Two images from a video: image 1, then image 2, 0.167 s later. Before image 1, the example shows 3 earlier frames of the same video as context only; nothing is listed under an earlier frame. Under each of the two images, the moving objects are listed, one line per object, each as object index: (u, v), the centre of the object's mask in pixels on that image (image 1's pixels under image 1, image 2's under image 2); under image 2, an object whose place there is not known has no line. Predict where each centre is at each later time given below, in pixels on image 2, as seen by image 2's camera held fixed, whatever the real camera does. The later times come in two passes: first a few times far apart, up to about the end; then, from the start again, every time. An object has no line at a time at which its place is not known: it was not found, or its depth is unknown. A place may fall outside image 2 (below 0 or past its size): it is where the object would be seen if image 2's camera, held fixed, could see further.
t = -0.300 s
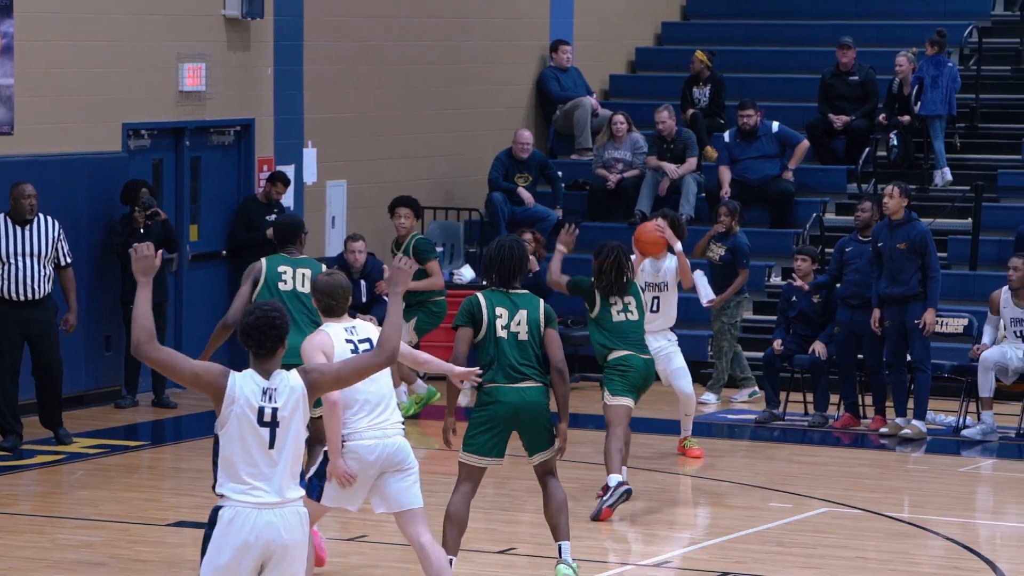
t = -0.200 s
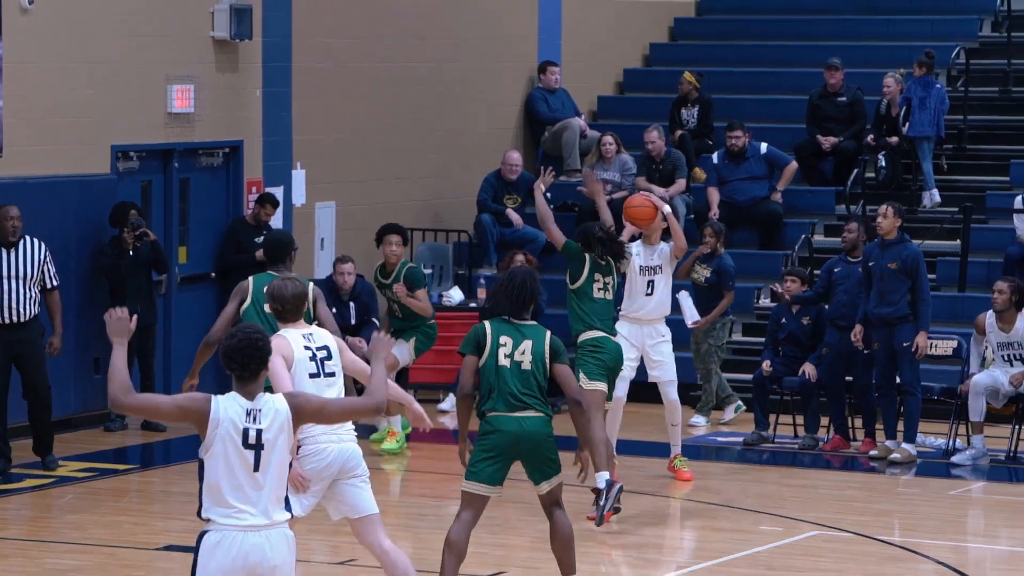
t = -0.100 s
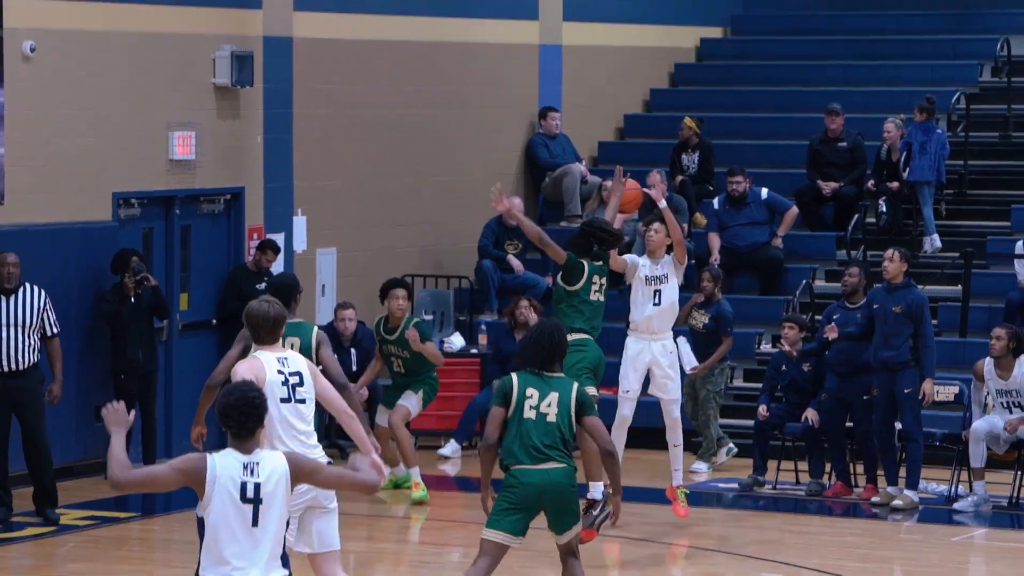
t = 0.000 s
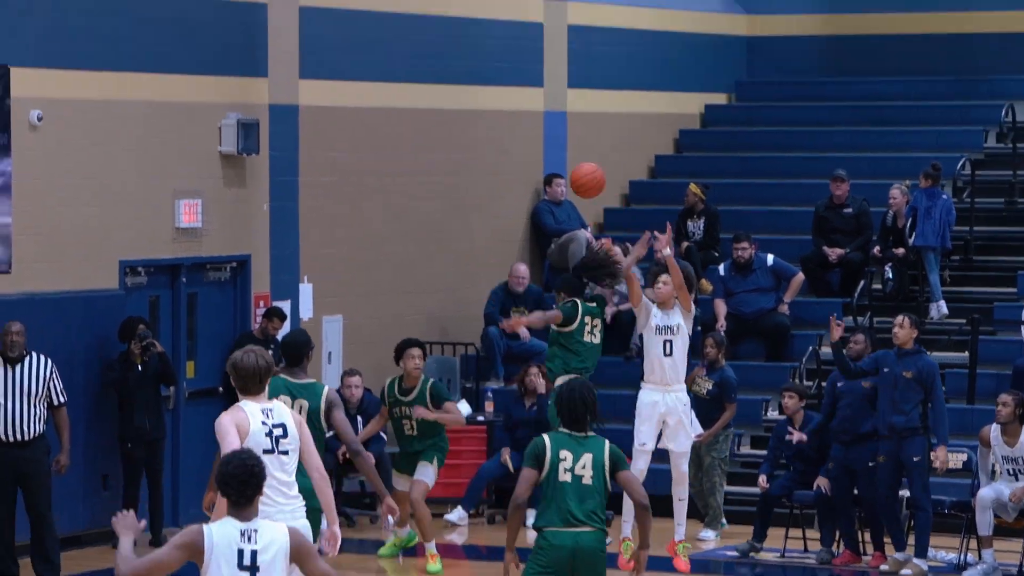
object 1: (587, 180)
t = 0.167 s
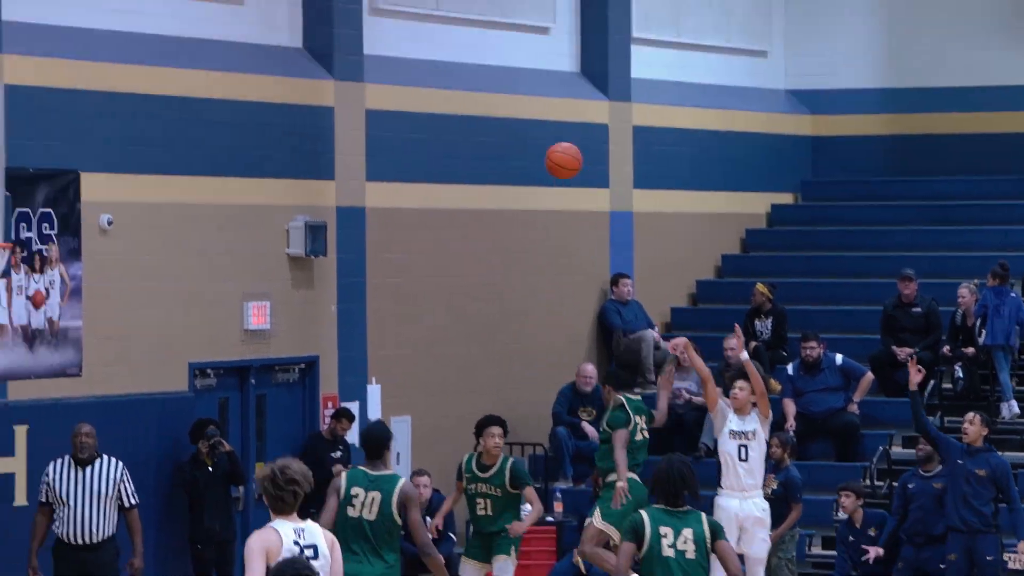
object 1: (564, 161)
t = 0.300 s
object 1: (488, 93)
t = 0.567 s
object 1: (329, 33)
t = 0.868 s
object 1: (136, 100)
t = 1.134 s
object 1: (-44, 221)
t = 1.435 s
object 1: (-150, 234)
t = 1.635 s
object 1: (-130, 306)
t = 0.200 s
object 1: (545, 141)
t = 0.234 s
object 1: (526, 124)
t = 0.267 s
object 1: (507, 107)
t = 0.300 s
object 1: (488, 93)
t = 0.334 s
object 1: (469, 80)
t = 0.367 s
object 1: (450, 69)
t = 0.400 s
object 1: (430, 59)
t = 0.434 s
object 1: (410, 50)
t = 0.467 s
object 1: (390, 43)
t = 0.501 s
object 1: (370, 38)
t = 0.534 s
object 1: (349, 34)
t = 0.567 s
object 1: (329, 33)
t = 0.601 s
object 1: (309, 33)
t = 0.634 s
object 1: (288, 34)
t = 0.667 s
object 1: (266, 38)
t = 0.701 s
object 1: (245, 44)
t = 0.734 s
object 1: (223, 51)
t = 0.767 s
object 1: (202, 60)
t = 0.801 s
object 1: (180, 72)
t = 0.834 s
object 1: (158, 85)
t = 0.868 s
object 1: (136, 100)
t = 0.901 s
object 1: (113, 117)
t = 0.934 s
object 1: (90, 137)
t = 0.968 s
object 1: (66, 159)
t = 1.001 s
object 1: (42, 183)
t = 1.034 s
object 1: (17, 209)
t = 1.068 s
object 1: (-4, 225)
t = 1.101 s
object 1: (-24, 222)
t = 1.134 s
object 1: (-44, 221)
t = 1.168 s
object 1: (-65, 221)
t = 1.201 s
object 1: (-85, 219)
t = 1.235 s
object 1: (-105, 218)
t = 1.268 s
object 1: (-125, 220)
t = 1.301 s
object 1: (-146, 223)
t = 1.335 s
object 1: (-157, 225)
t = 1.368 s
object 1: (-155, 226)
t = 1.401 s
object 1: (-152, 229)
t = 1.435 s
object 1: (-150, 234)
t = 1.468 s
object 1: (-147, 240)
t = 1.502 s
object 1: (-143, 250)
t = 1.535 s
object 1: (-141, 260)
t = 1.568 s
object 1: (-137, 273)
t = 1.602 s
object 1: (-133, 289)
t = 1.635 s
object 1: (-130, 306)
